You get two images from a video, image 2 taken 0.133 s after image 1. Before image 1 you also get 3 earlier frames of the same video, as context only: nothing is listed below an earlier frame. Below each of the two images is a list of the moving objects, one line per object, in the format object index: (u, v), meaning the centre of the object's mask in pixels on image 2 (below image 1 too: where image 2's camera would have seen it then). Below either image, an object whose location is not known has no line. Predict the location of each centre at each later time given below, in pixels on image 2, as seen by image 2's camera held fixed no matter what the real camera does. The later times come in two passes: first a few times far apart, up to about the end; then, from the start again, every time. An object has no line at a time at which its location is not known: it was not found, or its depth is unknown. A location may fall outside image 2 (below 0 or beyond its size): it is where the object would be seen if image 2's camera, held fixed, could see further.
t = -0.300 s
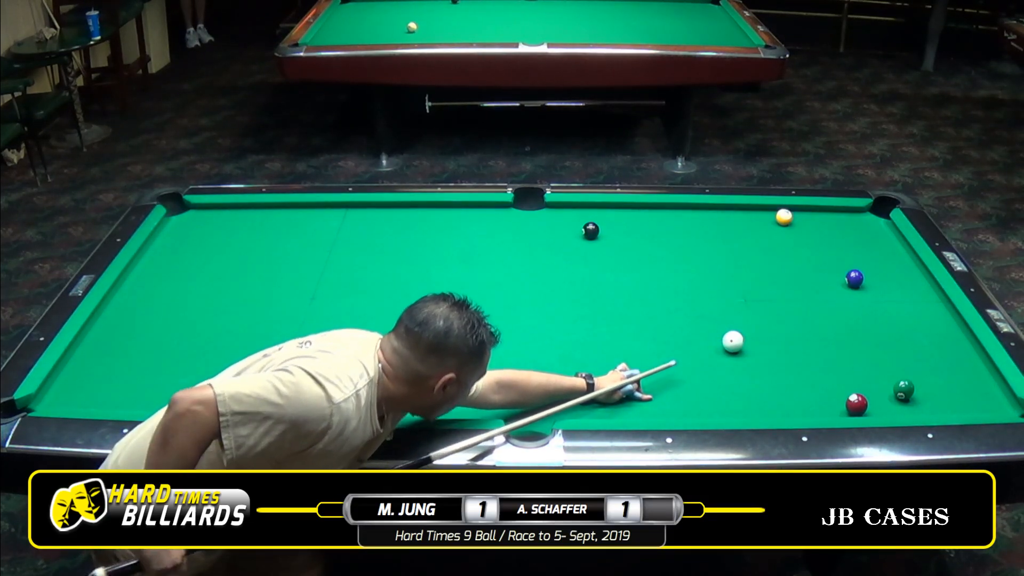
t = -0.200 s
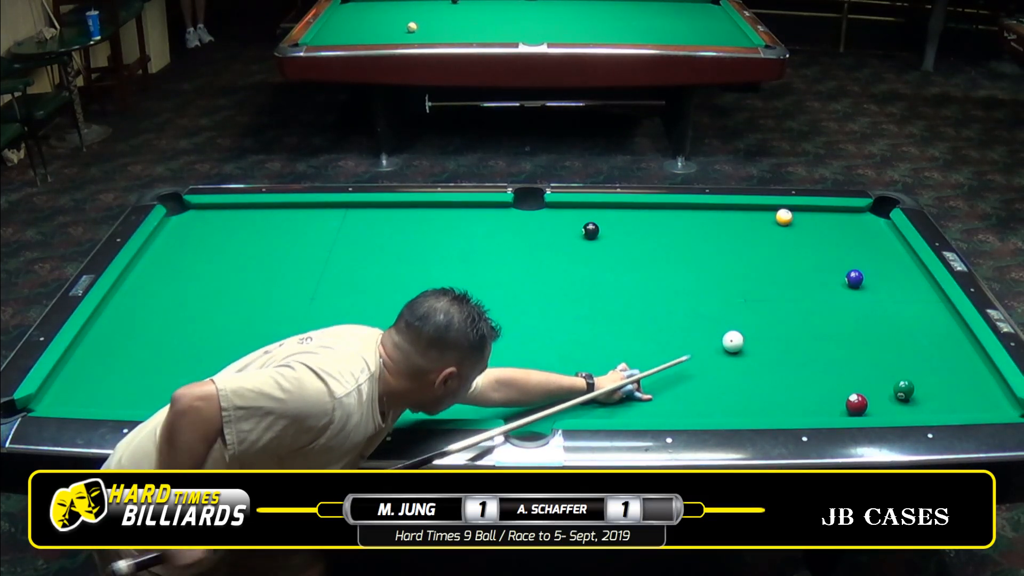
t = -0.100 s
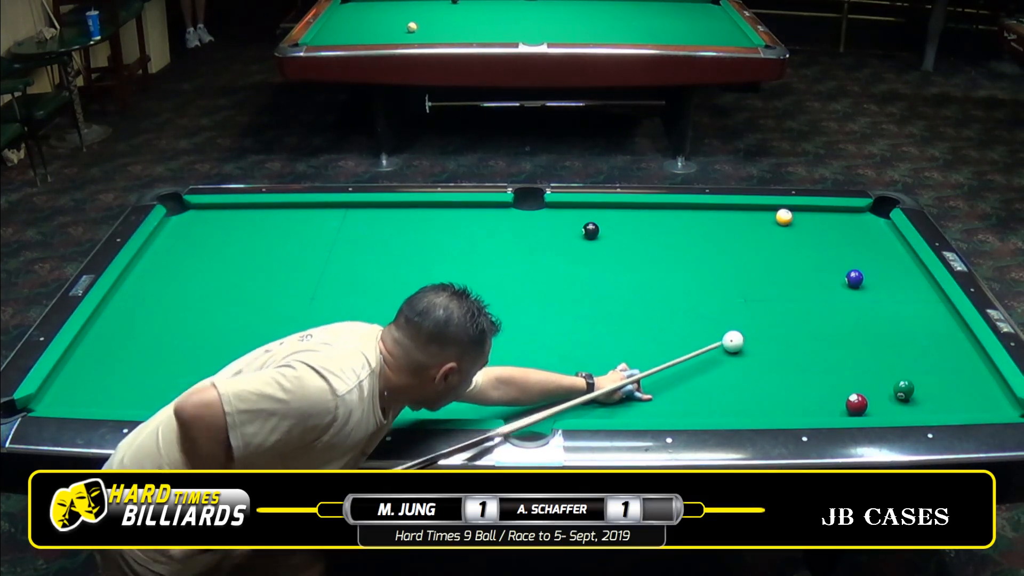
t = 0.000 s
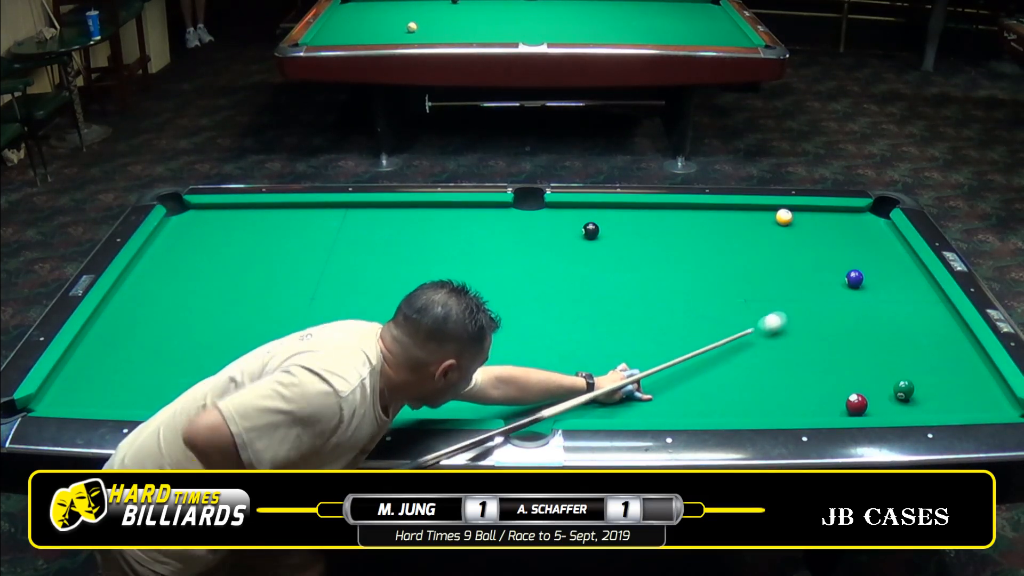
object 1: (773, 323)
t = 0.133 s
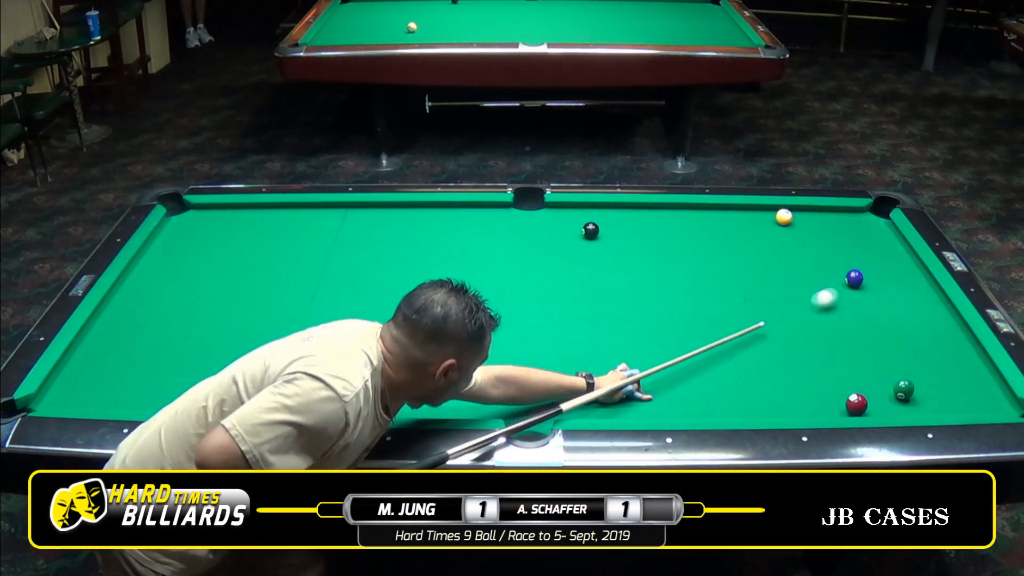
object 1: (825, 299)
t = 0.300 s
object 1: (877, 289)
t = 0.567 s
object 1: (924, 289)
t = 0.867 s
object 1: (874, 289)
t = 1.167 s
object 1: (823, 289)
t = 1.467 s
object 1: (774, 289)
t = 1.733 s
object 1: (731, 289)
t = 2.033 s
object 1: (685, 289)
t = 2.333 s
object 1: (640, 289)
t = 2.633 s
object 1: (598, 289)
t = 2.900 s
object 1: (562, 289)
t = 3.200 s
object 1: (525, 288)
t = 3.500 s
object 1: (491, 288)
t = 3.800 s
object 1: (459, 288)
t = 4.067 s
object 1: (434, 288)
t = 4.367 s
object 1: (407, 288)
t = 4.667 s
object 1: (384, 287)
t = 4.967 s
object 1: (364, 286)
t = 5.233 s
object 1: (348, 285)
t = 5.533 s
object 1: (333, 284)
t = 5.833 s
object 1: (320, 284)
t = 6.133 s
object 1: (309, 284)
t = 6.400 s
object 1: (302, 284)
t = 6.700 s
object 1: (296, 284)
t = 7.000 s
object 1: (292, 284)
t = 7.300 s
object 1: (292, 285)
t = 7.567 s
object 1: (292, 284)
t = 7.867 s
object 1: (292, 285)
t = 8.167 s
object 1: (292, 285)
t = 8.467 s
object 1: (292, 285)
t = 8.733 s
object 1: (292, 285)
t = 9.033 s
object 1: (292, 285)
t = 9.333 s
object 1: (292, 285)
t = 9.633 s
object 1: (292, 285)
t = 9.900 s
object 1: (292, 285)
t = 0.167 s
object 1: (836, 293)
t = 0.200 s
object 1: (848, 288)
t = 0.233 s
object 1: (858, 287)
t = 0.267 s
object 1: (868, 288)
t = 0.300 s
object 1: (877, 289)
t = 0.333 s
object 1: (887, 289)
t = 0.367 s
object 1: (896, 289)
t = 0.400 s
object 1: (905, 289)
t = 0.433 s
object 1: (915, 289)
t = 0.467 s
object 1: (924, 289)
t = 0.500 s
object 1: (932, 289)
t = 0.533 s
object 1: (930, 289)
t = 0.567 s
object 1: (924, 289)
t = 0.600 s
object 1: (919, 289)
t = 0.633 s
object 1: (913, 289)
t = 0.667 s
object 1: (908, 289)
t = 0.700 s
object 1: (902, 289)
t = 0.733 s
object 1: (896, 289)
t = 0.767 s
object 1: (891, 289)
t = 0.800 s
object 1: (885, 289)
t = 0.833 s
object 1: (879, 289)
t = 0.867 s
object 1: (874, 289)
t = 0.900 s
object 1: (868, 289)
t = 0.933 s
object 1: (863, 289)
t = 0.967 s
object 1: (857, 289)
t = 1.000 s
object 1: (851, 289)
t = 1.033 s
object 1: (846, 289)
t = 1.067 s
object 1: (840, 289)
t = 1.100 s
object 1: (834, 289)
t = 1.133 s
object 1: (829, 289)
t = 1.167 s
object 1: (823, 289)
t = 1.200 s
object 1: (818, 289)
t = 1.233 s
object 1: (812, 289)
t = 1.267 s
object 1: (807, 289)
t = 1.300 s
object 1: (801, 289)
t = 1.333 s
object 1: (796, 289)
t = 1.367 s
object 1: (790, 289)
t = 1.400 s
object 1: (785, 290)
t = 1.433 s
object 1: (779, 290)
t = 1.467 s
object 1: (774, 289)
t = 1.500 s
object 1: (769, 289)
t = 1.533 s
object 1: (763, 289)
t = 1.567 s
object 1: (758, 289)
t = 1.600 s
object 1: (752, 290)
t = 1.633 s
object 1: (747, 289)
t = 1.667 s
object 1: (742, 290)
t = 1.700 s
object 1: (737, 289)
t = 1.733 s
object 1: (731, 289)
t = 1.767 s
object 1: (726, 290)
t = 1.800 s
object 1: (720, 289)
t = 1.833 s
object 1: (715, 290)
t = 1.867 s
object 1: (710, 290)
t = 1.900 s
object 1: (705, 289)
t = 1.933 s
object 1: (700, 290)
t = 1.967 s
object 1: (695, 289)
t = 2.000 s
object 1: (690, 290)
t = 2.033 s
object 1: (685, 289)
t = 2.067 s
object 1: (680, 289)
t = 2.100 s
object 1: (675, 289)
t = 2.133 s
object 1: (669, 290)
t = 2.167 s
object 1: (665, 289)
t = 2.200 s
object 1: (660, 289)
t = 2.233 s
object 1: (655, 289)
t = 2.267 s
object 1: (650, 289)
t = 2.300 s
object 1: (645, 289)
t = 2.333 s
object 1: (640, 289)
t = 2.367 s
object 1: (635, 289)
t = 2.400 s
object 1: (630, 289)
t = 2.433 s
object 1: (626, 289)
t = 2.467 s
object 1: (621, 289)
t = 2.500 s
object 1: (616, 289)
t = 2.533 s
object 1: (611, 289)
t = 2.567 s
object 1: (607, 289)
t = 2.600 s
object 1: (602, 289)
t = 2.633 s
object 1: (598, 289)
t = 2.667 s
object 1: (593, 289)
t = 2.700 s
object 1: (589, 289)
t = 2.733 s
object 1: (584, 289)
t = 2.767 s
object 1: (580, 289)
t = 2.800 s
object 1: (575, 289)
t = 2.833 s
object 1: (571, 289)
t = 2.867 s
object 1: (567, 289)
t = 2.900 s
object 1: (562, 289)
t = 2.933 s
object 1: (558, 289)
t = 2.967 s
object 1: (554, 289)
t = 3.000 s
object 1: (550, 289)
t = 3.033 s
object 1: (545, 288)
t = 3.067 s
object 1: (541, 288)
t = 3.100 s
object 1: (537, 288)
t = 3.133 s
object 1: (533, 288)
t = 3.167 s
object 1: (529, 288)
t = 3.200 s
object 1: (525, 288)
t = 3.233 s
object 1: (521, 288)
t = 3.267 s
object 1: (517, 288)
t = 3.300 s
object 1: (513, 288)
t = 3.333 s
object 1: (509, 288)
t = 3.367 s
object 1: (506, 288)
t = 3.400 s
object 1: (502, 288)
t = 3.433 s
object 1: (498, 288)
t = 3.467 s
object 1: (494, 288)
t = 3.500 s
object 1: (491, 288)
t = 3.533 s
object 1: (487, 288)
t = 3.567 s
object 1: (483, 288)
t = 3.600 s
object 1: (480, 288)
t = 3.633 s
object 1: (476, 288)
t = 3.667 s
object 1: (473, 288)
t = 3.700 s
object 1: (469, 288)
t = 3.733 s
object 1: (466, 288)
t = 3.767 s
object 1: (462, 288)
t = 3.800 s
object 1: (459, 288)
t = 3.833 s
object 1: (456, 288)
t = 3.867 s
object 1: (452, 288)
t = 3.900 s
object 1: (449, 287)
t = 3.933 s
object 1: (446, 288)
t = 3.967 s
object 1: (443, 288)
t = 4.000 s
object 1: (440, 287)
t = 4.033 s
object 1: (437, 288)
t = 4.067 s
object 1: (434, 288)
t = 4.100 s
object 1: (430, 288)
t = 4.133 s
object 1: (428, 288)
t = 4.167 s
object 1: (424, 288)
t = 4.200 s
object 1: (421, 288)
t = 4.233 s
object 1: (418, 288)
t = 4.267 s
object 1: (416, 288)
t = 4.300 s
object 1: (413, 288)
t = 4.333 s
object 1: (410, 287)
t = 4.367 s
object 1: (407, 288)
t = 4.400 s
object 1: (405, 288)
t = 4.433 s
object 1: (402, 287)
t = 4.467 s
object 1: (400, 287)
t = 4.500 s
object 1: (397, 287)
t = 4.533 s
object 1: (394, 287)
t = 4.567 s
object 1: (392, 287)
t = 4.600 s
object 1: (389, 287)
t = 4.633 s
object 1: (387, 287)
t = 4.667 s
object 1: (384, 287)
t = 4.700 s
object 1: (382, 287)
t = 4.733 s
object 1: (380, 287)
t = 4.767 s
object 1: (378, 286)
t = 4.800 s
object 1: (375, 286)
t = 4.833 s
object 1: (373, 286)
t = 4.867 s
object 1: (371, 286)
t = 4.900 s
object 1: (368, 286)
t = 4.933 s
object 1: (366, 286)
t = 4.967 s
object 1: (364, 286)
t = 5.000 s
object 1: (362, 286)
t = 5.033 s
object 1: (360, 286)
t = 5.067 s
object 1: (358, 286)
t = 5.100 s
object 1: (356, 285)
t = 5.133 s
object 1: (354, 285)
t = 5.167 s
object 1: (352, 285)
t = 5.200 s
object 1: (350, 285)
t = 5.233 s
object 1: (348, 285)
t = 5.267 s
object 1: (346, 285)
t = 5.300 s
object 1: (345, 285)
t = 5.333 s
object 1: (343, 284)
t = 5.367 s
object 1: (341, 285)
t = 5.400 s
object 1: (340, 285)
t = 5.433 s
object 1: (338, 285)
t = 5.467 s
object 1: (336, 284)
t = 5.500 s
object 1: (335, 284)
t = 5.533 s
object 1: (333, 284)
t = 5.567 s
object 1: (331, 284)
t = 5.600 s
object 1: (330, 284)
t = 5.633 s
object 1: (328, 284)
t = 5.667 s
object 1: (327, 284)
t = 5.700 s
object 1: (326, 284)
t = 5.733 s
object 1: (324, 283)
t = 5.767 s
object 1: (323, 284)
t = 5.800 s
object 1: (321, 284)
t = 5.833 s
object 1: (320, 284)
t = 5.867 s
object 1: (319, 284)
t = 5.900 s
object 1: (318, 284)
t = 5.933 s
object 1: (316, 284)
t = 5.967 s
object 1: (315, 284)
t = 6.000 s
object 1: (314, 283)
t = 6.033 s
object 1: (313, 284)
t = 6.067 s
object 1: (312, 284)
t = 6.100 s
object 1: (310, 284)
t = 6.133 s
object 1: (309, 284)
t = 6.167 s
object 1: (308, 284)
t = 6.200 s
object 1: (307, 284)
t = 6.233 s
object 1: (306, 284)
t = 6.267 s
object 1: (305, 284)
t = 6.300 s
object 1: (305, 284)
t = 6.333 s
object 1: (304, 284)
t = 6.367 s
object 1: (303, 284)
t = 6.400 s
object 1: (302, 284)
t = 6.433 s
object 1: (301, 284)
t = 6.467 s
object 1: (300, 284)
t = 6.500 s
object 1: (300, 284)
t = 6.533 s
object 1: (299, 284)
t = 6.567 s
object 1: (298, 284)
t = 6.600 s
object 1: (298, 284)
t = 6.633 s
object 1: (297, 284)
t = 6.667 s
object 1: (296, 284)
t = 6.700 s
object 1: (296, 284)
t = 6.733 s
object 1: (295, 284)
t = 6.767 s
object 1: (295, 284)
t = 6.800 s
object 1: (294, 284)
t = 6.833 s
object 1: (294, 284)
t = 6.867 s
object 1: (293, 284)
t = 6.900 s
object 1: (293, 285)
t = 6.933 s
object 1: (293, 285)
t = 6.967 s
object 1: (292, 284)
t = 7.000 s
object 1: (292, 284)
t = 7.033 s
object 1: (292, 285)
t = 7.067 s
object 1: (292, 285)
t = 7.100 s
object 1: (291, 285)
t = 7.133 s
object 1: (291, 285)
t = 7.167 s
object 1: (291, 284)
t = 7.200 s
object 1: (291, 284)
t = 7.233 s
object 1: (291, 285)
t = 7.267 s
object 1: (292, 285)
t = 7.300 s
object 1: (292, 285)
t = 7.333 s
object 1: (292, 285)
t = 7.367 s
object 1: (292, 285)
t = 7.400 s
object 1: (292, 285)
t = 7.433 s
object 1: (292, 285)
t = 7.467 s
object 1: (292, 285)
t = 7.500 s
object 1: (292, 284)
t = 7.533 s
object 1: (292, 284)
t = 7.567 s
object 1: (292, 284)
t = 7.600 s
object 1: (292, 284)
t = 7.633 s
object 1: (292, 284)
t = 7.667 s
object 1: (292, 284)
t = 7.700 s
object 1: (292, 285)
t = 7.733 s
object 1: (292, 285)
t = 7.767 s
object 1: (292, 285)
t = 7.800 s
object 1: (292, 285)
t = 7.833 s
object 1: (292, 285)
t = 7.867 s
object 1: (292, 285)
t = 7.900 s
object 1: (292, 285)
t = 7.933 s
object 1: (292, 285)
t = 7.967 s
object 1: (292, 285)
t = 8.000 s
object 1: (292, 284)
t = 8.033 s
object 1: (292, 285)
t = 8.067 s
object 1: (292, 285)
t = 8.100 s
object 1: (292, 284)
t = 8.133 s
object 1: (292, 285)
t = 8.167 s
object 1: (292, 285)
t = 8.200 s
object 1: (292, 285)
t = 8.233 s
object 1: (292, 285)
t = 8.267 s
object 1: (292, 285)
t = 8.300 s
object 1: (292, 285)
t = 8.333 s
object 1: (292, 285)
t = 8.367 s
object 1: (292, 285)
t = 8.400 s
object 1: (292, 284)
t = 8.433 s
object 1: (292, 285)
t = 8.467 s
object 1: (292, 285)
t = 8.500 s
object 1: (292, 284)
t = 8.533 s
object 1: (292, 285)
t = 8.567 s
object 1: (292, 285)
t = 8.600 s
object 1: (292, 285)
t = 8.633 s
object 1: (292, 285)
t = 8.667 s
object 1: (292, 285)
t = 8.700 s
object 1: (292, 285)
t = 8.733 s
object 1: (292, 285)
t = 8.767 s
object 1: (292, 285)
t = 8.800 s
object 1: (292, 285)
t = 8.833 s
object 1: (292, 285)
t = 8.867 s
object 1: (292, 285)
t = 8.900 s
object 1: (292, 285)
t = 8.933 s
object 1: (292, 285)
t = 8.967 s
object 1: (292, 285)
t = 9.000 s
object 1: (292, 285)
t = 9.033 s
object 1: (292, 285)
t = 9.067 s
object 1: (292, 285)
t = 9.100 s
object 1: (292, 285)
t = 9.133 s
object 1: (292, 285)
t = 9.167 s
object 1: (292, 285)
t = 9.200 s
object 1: (292, 285)
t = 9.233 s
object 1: (292, 285)
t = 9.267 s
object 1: (292, 285)
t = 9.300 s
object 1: (292, 285)
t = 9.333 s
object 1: (292, 285)
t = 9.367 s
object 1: (292, 285)
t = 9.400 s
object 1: (292, 285)
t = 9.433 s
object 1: (292, 285)
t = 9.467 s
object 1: (292, 285)
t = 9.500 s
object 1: (292, 285)
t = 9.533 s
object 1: (292, 285)
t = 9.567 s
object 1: (292, 285)
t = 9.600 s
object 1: (292, 285)
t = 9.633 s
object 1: (292, 285)
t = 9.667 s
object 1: (292, 285)
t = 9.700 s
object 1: (292, 285)
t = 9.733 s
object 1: (292, 285)
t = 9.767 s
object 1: (292, 285)
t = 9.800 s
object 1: (292, 285)
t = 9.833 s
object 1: (292, 285)
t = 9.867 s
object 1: (292, 285)
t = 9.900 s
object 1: (292, 285)
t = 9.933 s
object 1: (292, 285)
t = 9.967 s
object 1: (292, 285)
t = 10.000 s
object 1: (292, 285)
